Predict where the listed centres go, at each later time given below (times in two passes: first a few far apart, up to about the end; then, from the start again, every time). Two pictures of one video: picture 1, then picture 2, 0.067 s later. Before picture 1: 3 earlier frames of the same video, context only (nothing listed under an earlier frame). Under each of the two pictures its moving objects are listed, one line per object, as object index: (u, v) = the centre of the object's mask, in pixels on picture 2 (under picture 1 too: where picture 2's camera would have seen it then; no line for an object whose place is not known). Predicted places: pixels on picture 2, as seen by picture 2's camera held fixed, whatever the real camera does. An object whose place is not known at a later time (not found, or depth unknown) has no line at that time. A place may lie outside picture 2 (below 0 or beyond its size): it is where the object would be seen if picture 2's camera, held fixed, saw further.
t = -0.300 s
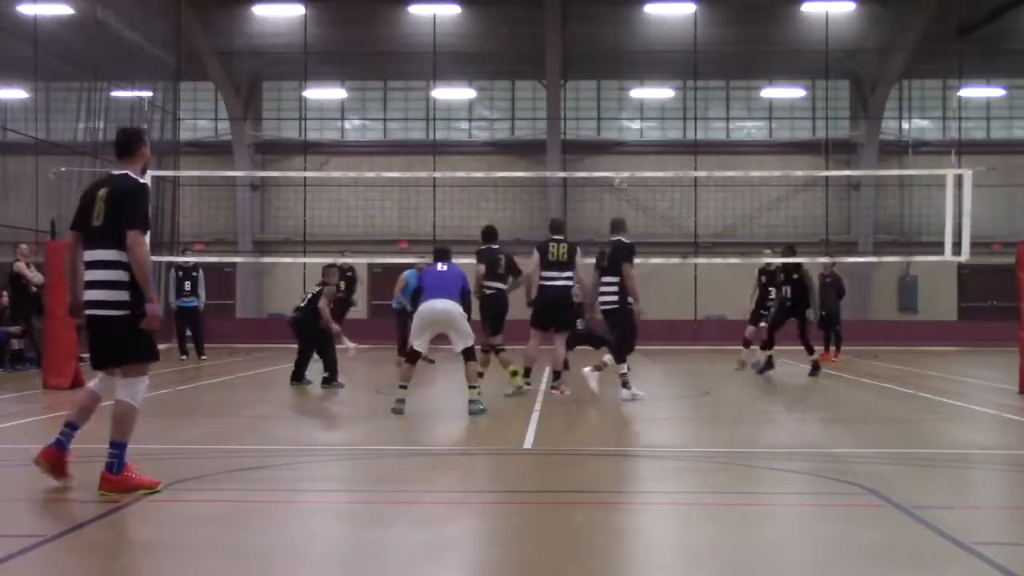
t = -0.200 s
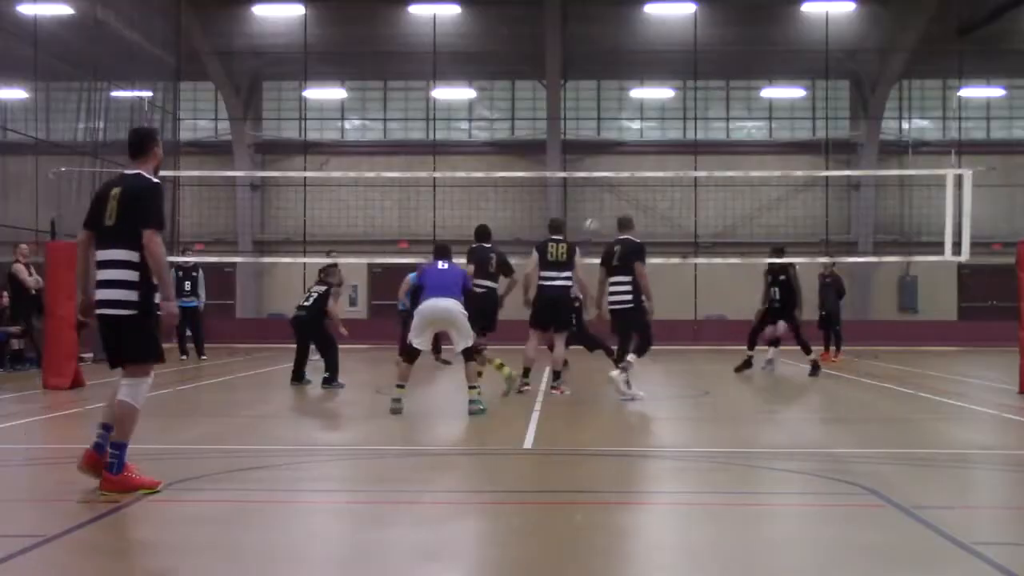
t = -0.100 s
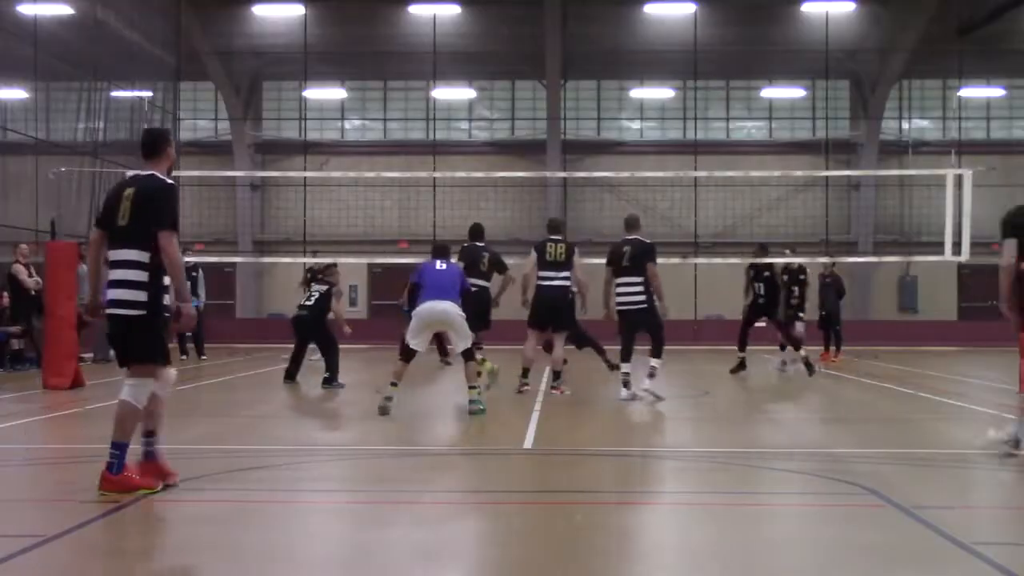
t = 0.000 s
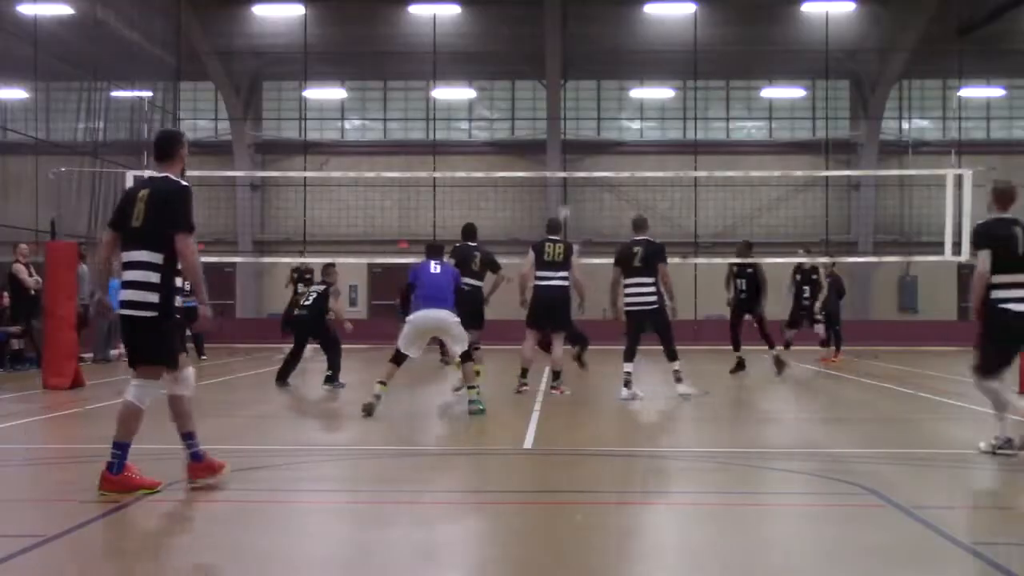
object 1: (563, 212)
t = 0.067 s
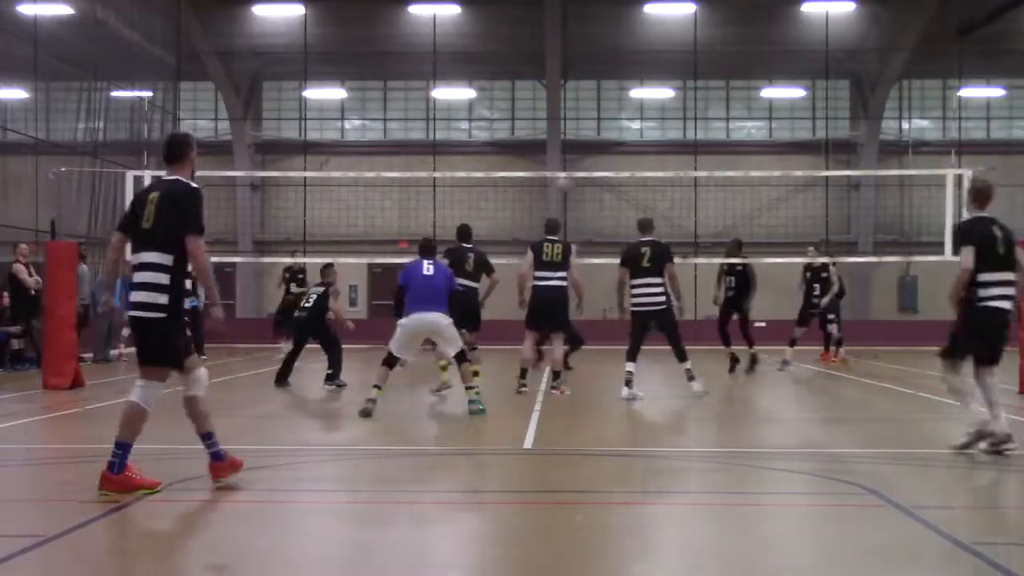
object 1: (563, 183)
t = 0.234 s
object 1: (556, 114)
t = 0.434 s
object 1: (551, 58)
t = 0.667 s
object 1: (544, 27)
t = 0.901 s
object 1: (538, 35)
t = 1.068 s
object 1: (533, 67)
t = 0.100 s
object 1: (559, 165)
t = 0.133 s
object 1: (559, 152)
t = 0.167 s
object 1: (557, 138)
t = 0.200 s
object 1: (556, 126)
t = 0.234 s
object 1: (556, 114)
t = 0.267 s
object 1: (555, 102)
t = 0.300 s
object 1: (554, 91)
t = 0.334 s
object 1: (554, 81)
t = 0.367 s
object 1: (553, 73)
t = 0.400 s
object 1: (552, 65)
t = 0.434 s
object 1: (551, 58)
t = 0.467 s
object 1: (550, 51)
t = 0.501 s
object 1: (549, 45)
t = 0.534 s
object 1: (548, 40)
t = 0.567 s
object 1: (547, 36)
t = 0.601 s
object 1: (546, 32)
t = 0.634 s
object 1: (545, 29)
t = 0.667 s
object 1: (544, 27)
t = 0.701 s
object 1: (543, 26)
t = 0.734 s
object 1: (542, 25)
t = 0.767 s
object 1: (541, 25)
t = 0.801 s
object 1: (540, 26)
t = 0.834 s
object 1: (540, 28)
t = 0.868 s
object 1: (539, 31)
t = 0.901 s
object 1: (538, 35)
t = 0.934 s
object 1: (537, 40)
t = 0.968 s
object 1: (536, 46)
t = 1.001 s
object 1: (535, 52)
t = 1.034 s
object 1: (534, 59)
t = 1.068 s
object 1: (533, 67)
